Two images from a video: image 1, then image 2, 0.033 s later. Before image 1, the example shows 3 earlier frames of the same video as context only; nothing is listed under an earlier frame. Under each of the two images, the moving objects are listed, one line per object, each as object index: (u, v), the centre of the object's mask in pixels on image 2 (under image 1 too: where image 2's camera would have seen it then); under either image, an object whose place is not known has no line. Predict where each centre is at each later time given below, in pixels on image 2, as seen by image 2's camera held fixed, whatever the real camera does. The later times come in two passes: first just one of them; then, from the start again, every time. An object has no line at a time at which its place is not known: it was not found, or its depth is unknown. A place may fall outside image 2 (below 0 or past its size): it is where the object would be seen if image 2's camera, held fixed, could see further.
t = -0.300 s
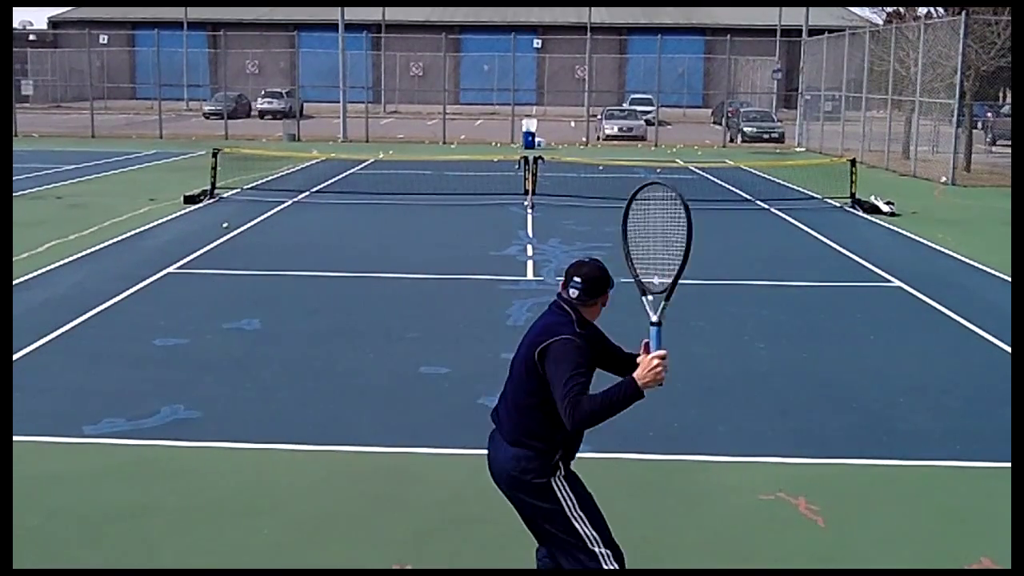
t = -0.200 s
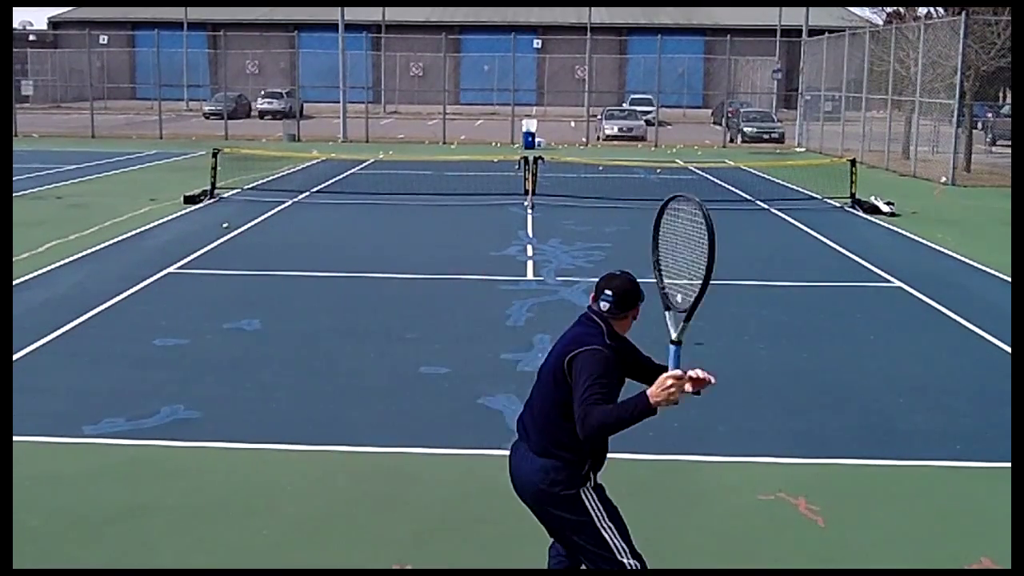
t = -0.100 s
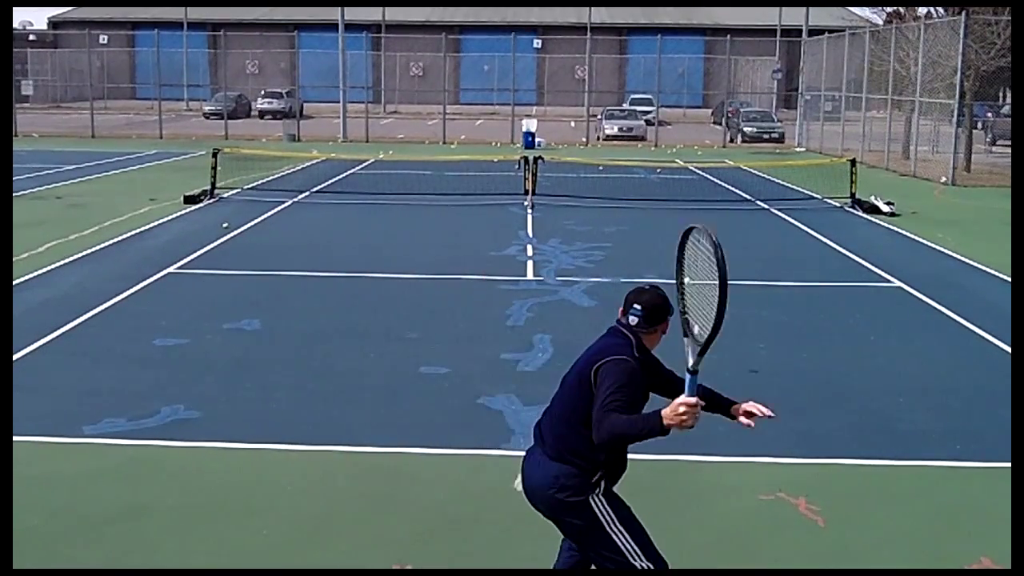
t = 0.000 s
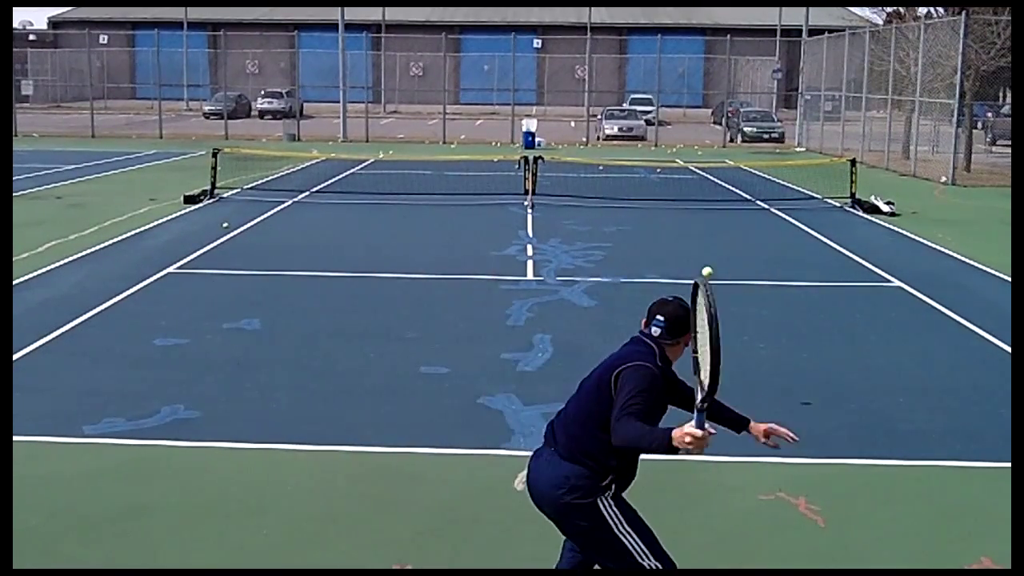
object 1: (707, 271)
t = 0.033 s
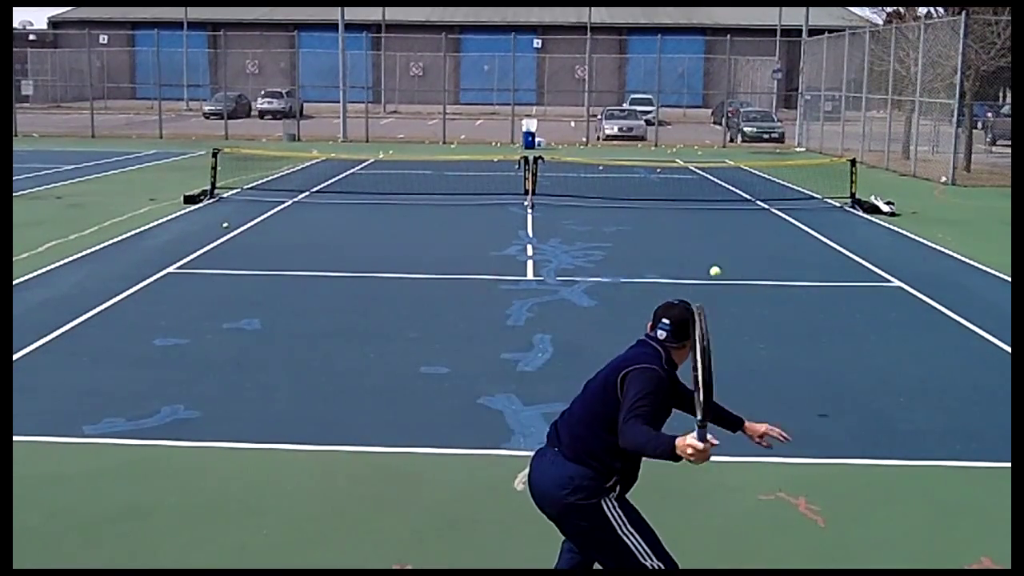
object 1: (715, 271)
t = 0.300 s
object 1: (800, 361)
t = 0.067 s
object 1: (724, 272)
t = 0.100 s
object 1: (732, 276)
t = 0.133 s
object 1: (742, 283)
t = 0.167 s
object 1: (752, 292)
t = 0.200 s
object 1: (762, 303)
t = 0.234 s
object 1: (775, 319)
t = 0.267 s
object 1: (787, 337)
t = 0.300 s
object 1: (800, 361)
